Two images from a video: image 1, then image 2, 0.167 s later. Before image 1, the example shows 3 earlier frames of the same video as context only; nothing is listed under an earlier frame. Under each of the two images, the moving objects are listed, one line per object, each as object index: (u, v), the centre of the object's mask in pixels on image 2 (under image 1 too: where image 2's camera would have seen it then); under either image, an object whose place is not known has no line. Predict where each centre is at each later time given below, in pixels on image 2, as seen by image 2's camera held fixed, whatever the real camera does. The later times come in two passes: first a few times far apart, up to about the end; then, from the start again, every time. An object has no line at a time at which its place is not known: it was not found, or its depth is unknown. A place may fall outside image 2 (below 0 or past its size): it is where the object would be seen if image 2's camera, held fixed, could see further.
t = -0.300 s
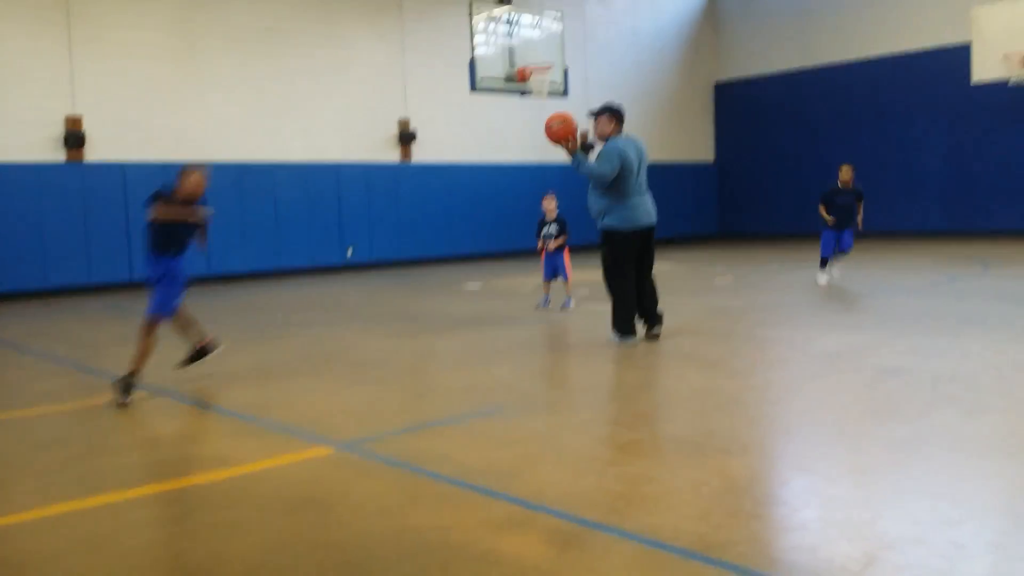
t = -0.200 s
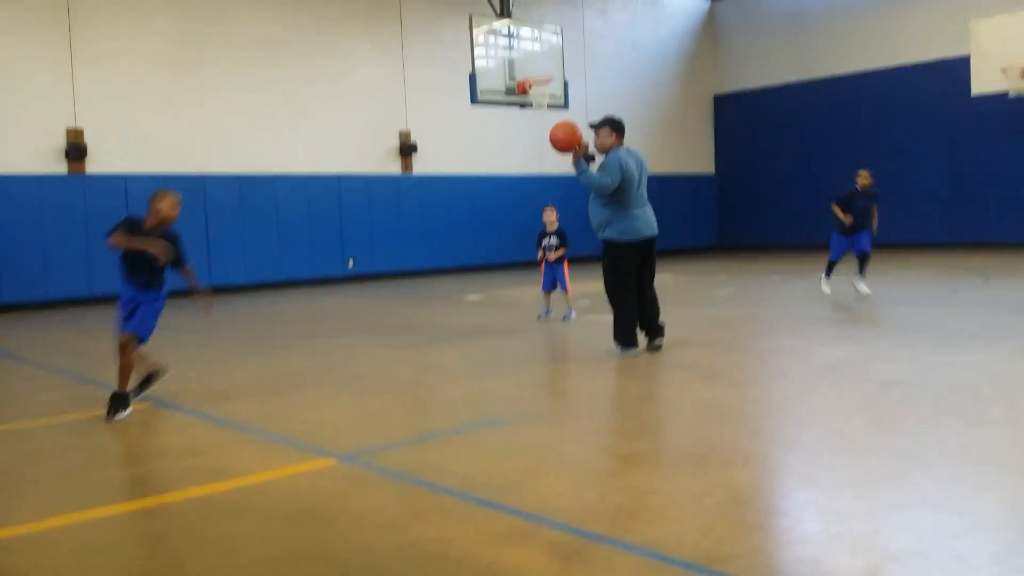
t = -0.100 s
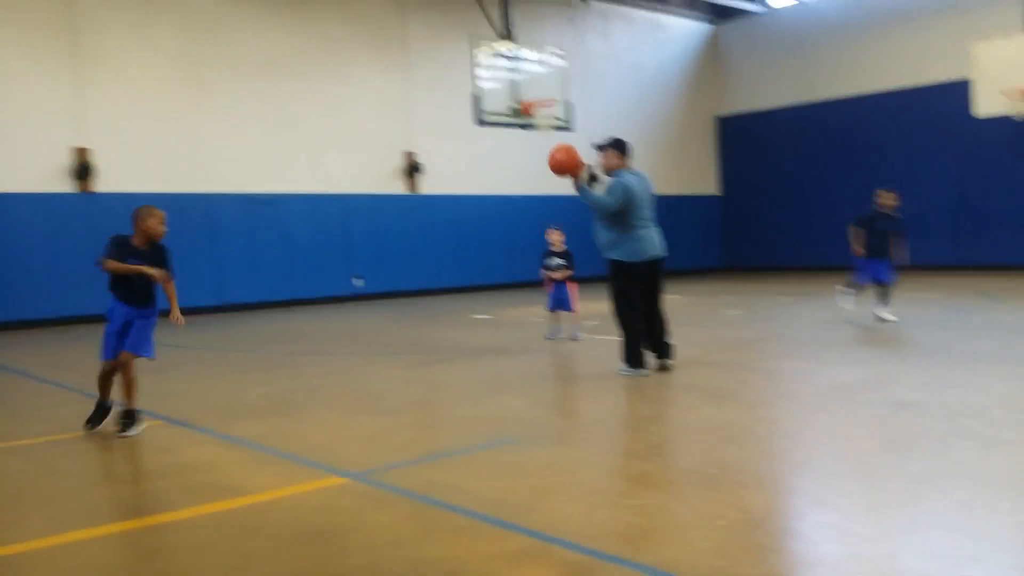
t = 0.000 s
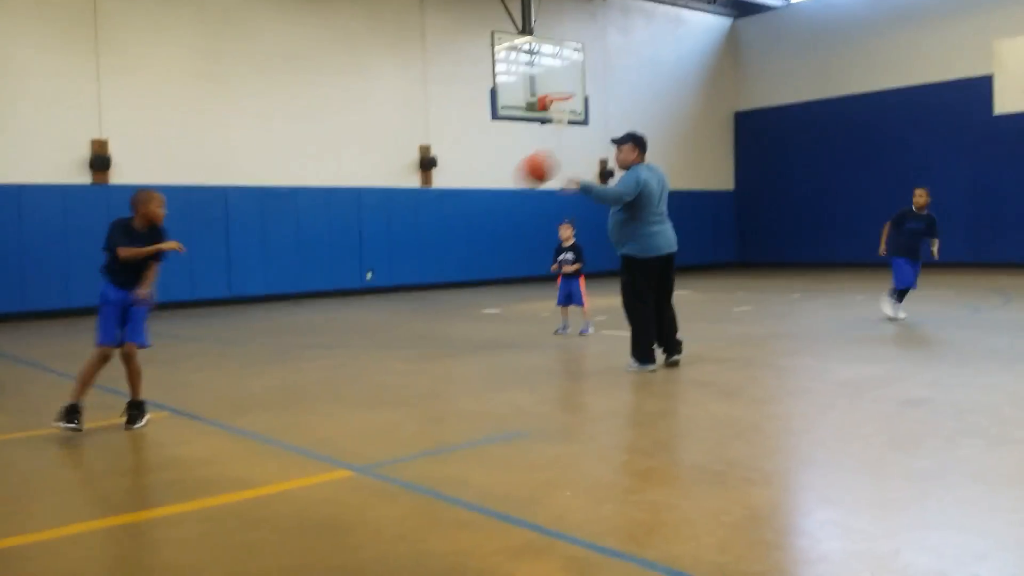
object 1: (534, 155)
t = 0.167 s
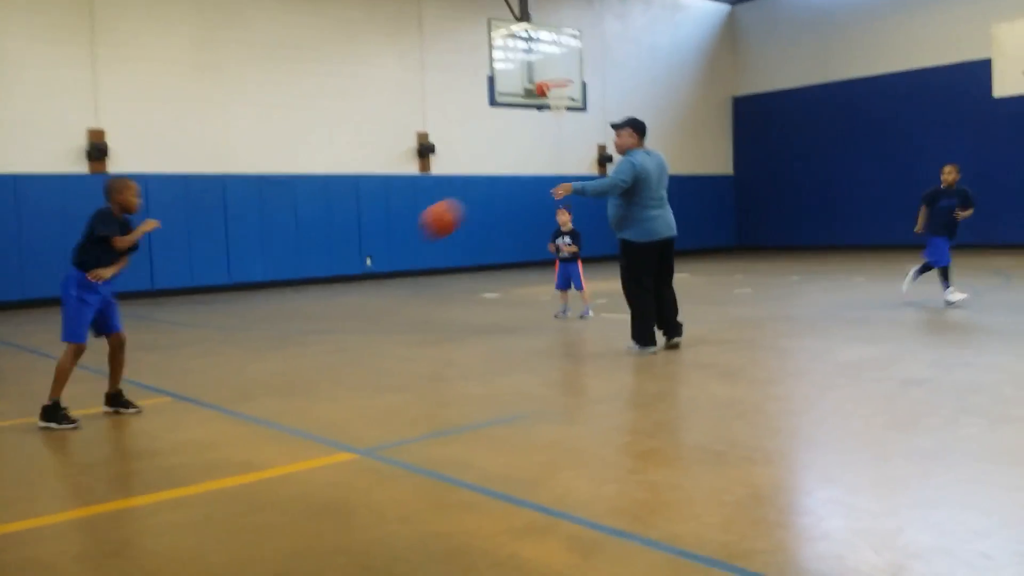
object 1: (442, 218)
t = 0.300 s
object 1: (362, 309)
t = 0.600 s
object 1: (246, 261)
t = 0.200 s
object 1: (424, 237)
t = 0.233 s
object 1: (404, 259)
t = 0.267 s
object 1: (384, 283)
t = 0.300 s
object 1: (362, 309)
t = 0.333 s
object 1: (342, 338)
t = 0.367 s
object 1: (322, 367)
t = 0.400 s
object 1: (310, 362)
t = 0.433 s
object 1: (298, 341)
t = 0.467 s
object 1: (287, 323)
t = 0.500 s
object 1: (277, 305)
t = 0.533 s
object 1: (267, 289)
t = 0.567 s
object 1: (257, 275)
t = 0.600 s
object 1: (246, 261)
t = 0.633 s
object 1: (235, 250)
